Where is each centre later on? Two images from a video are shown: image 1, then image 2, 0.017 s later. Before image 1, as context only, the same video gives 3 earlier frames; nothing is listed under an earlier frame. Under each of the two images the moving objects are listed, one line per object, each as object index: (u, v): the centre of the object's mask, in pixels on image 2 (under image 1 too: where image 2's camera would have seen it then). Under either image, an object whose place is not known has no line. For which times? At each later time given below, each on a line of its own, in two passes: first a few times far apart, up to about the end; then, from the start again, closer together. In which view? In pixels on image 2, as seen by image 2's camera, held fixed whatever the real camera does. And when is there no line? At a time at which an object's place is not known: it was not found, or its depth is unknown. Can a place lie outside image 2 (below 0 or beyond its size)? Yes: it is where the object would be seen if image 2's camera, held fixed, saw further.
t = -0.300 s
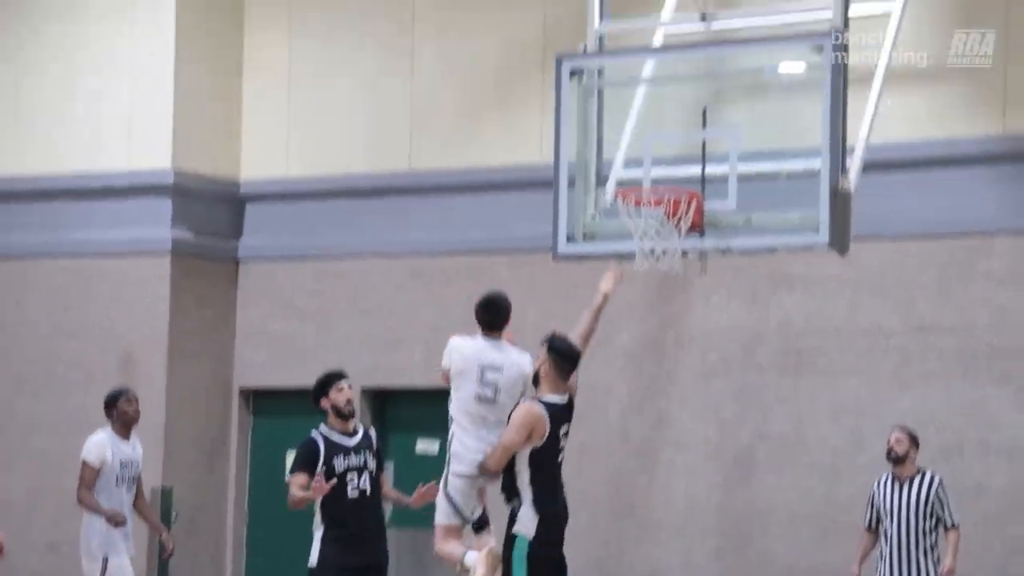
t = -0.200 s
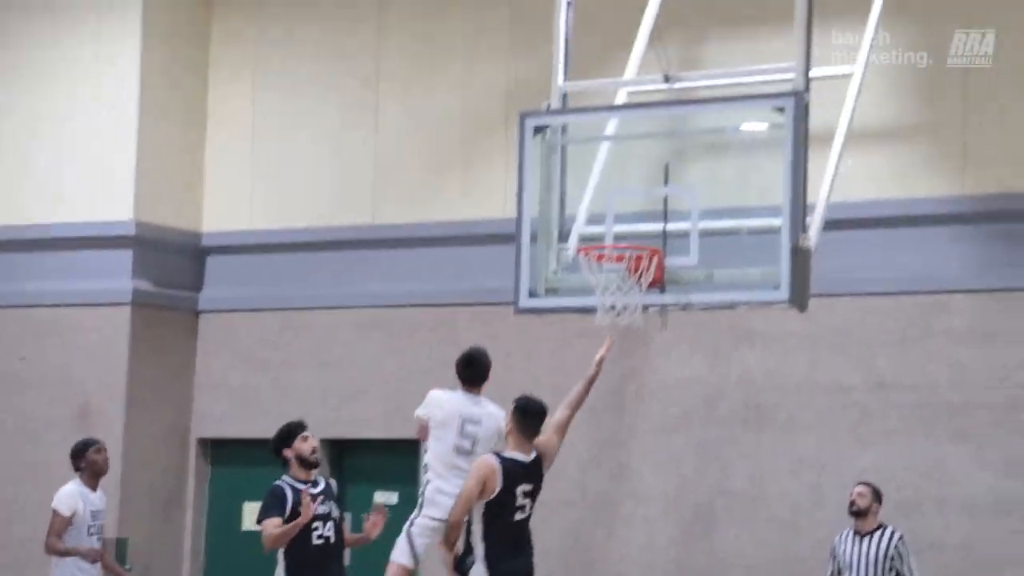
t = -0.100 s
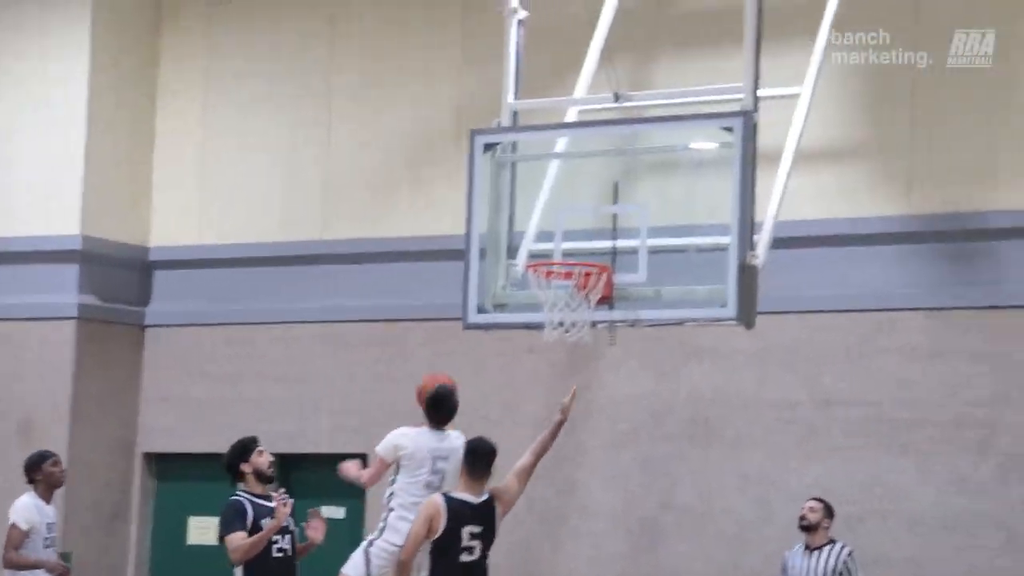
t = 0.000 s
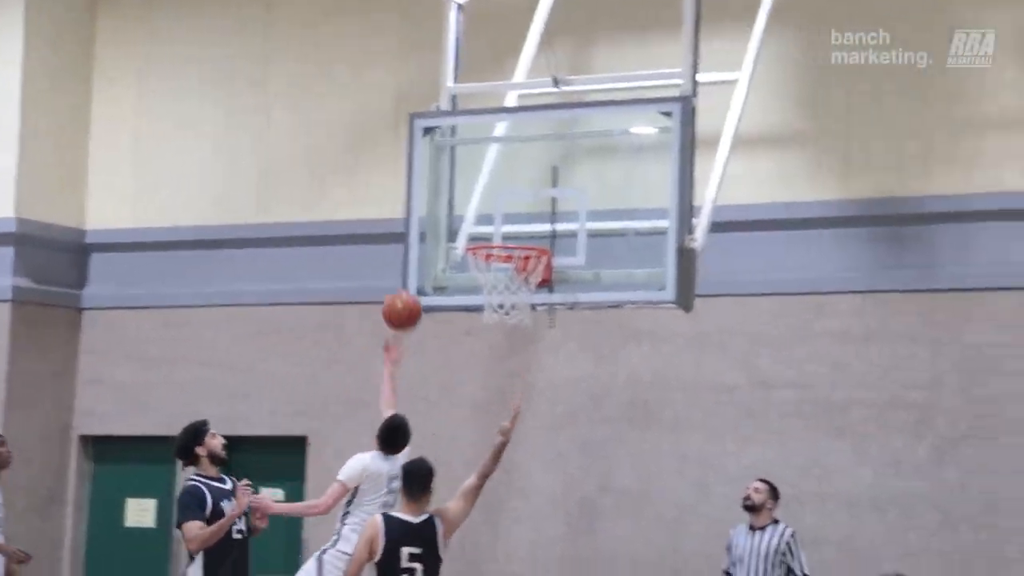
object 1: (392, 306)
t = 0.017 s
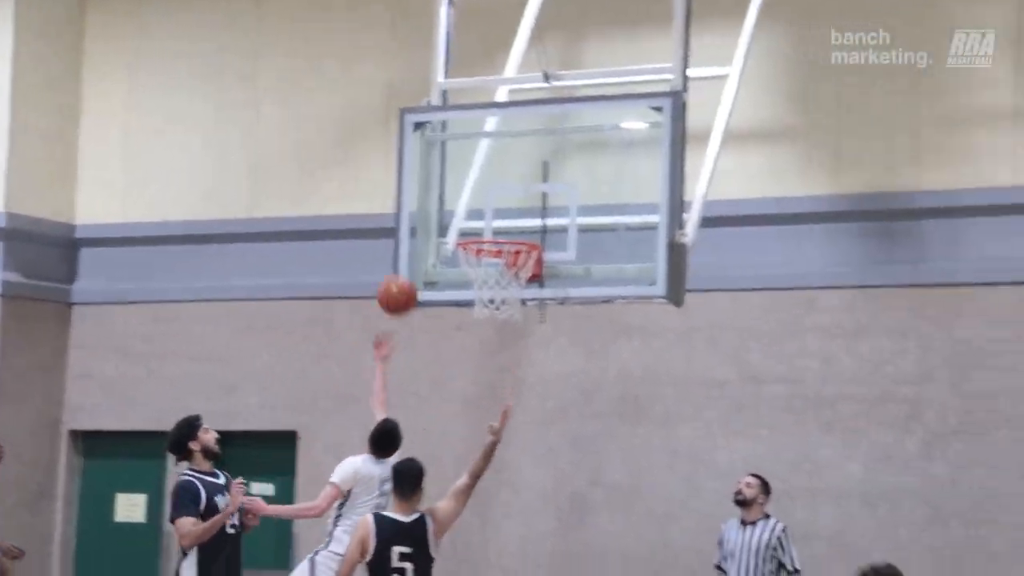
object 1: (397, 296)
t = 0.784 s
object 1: (500, 258)
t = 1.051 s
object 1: (489, 320)
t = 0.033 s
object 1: (401, 286)
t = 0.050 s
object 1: (405, 275)
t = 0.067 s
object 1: (410, 267)
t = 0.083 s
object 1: (415, 258)
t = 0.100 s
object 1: (419, 250)
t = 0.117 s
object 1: (424, 243)
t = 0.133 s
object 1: (428, 236)
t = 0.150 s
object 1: (433, 229)
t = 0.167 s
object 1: (437, 223)
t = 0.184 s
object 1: (442, 217)
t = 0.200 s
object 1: (446, 212)
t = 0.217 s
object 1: (451, 207)
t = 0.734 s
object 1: (495, 243)
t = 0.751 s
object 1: (494, 246)
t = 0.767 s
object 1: (494, 251)
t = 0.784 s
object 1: (500, 258)
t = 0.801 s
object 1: (503, 263)
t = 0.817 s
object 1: (502, 265)
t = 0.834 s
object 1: (503, 266)
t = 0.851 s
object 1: (502, 268)
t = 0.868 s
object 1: (500, 267)
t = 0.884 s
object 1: (499, 266)
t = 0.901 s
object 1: (497, 283)
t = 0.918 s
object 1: (496, 290)
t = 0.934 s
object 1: (496, 291)
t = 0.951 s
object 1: (496, 292)
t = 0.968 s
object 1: (494, 296)
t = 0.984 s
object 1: (493, 300)
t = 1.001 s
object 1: (492, 304)
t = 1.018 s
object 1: (490, 312)
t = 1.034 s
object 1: (489, 315)
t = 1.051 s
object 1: (489, 320)
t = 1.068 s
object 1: (487, 325)
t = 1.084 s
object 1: (486, 331)
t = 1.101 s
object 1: (485, 339)
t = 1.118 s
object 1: (484, 347)
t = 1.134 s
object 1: (483, 355)
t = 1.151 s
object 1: (482, 364)
